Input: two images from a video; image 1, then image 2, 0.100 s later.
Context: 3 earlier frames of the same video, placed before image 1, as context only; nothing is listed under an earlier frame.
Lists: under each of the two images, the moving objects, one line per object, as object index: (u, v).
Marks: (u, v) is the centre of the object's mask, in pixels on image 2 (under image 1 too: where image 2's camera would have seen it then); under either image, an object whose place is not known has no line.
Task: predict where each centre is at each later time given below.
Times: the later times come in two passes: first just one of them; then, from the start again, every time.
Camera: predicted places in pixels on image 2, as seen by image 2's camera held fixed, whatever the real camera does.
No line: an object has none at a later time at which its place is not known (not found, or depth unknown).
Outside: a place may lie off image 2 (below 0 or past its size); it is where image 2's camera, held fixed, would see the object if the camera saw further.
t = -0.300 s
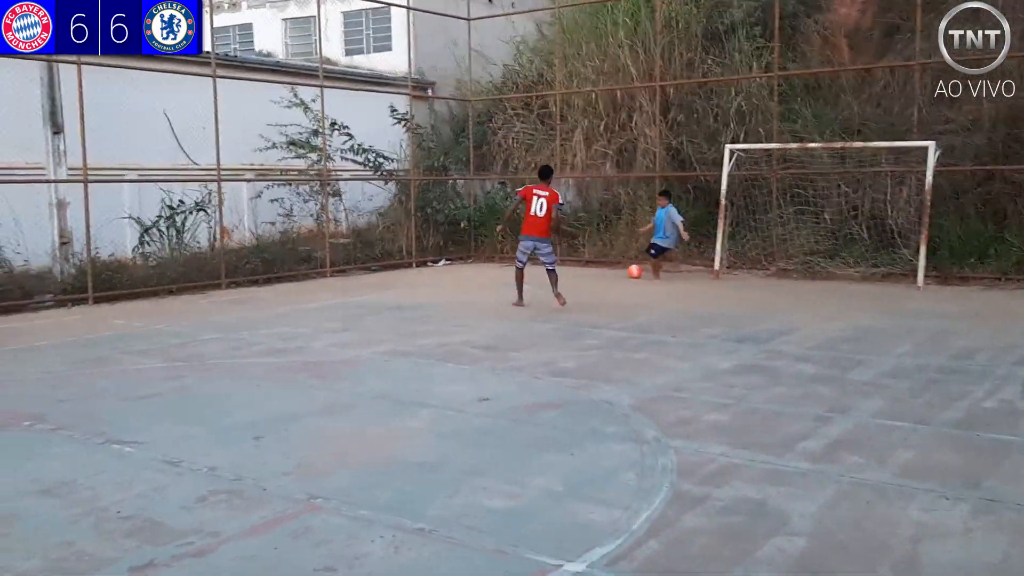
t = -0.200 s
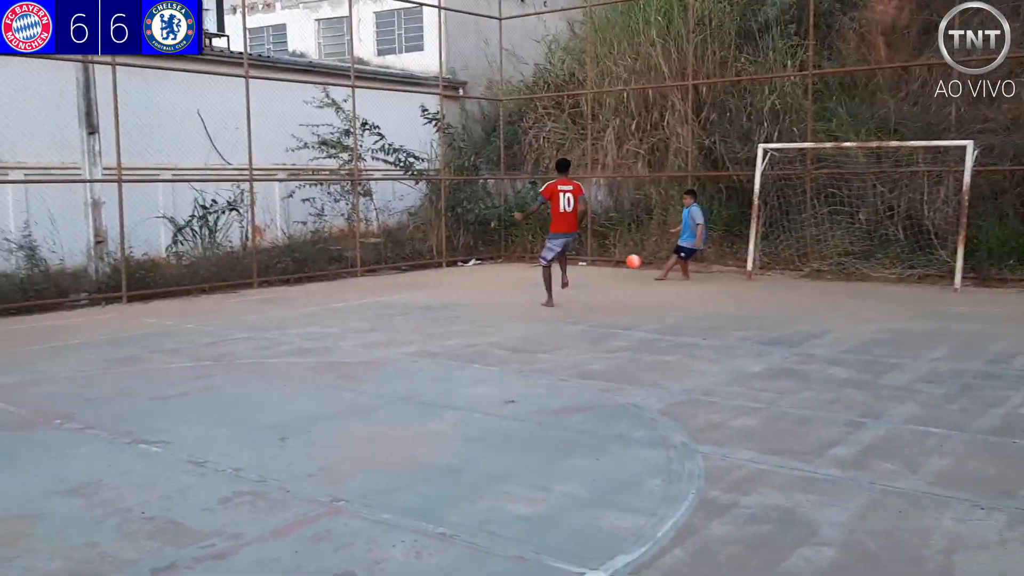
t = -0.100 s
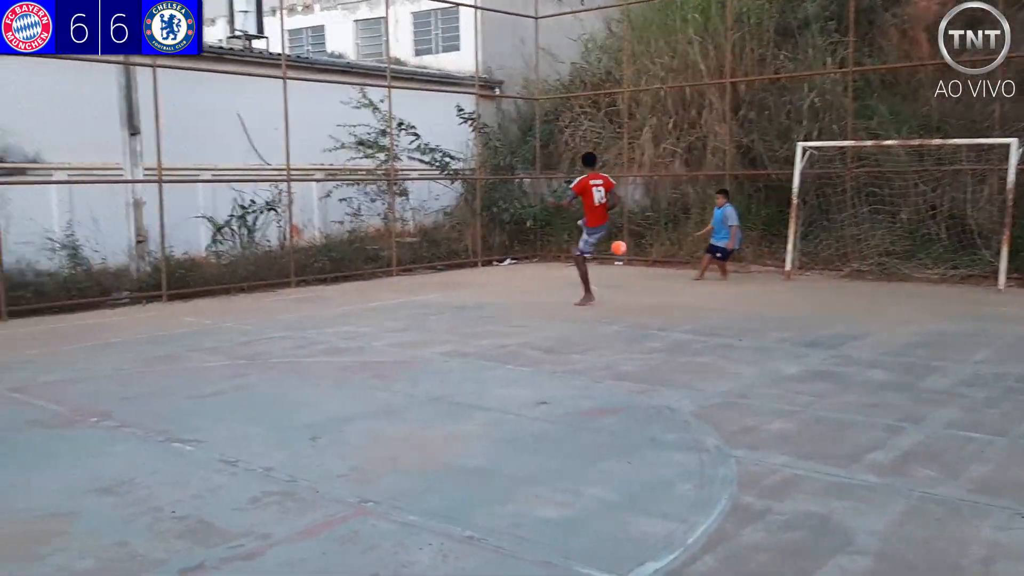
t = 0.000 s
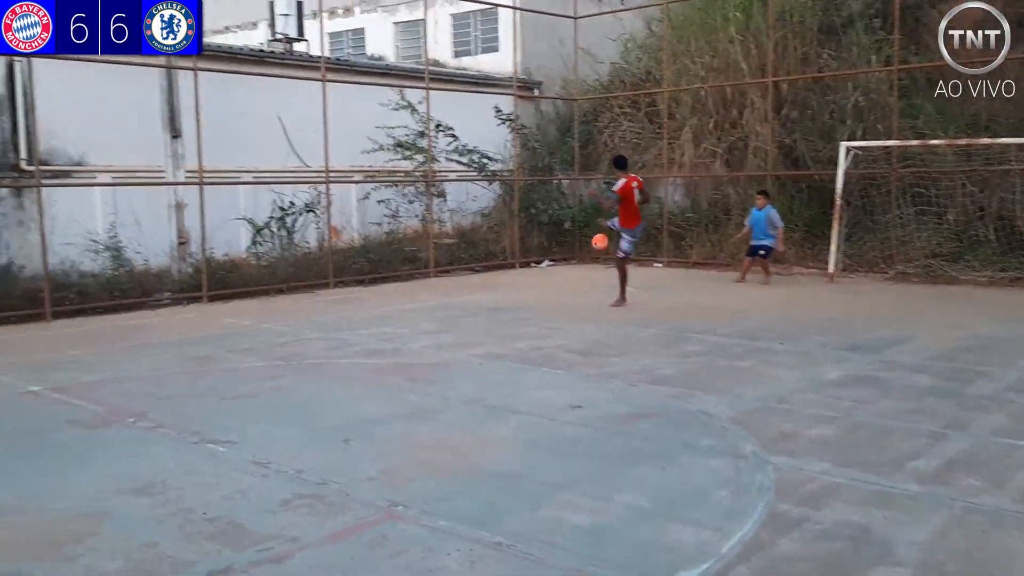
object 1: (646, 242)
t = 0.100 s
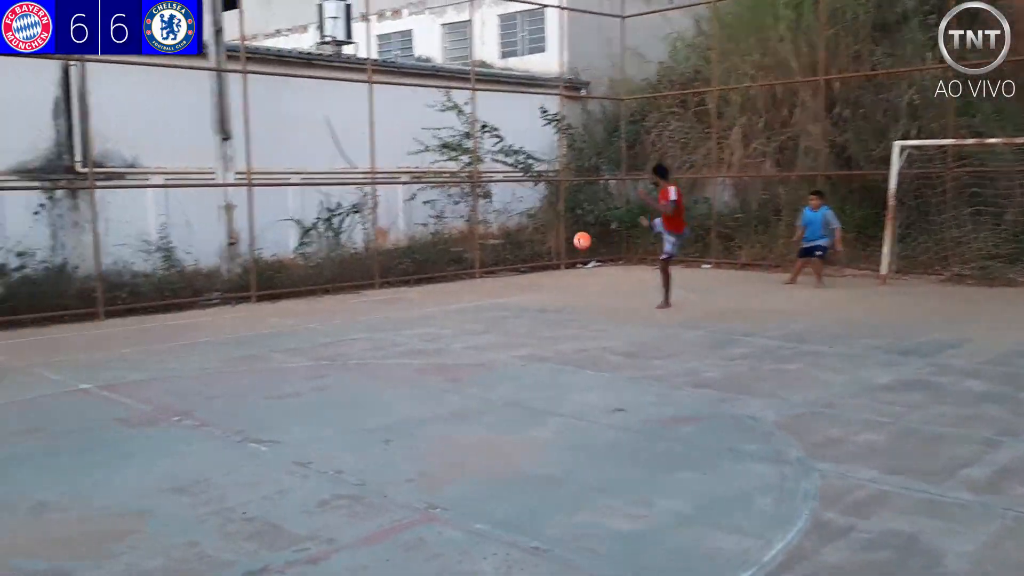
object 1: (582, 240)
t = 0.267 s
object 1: (459, 255)
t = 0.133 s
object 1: (559, 241)
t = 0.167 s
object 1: (535, 243)
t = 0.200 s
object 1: (511, 246)
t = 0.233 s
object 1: (486, 250)
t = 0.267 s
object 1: (459, 255)
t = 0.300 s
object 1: (431, 261)
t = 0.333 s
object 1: (403, 268)
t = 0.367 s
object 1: (373, 276)
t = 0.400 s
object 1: (342, 286)
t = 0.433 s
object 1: (311, 297)
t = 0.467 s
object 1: (278, 309)
